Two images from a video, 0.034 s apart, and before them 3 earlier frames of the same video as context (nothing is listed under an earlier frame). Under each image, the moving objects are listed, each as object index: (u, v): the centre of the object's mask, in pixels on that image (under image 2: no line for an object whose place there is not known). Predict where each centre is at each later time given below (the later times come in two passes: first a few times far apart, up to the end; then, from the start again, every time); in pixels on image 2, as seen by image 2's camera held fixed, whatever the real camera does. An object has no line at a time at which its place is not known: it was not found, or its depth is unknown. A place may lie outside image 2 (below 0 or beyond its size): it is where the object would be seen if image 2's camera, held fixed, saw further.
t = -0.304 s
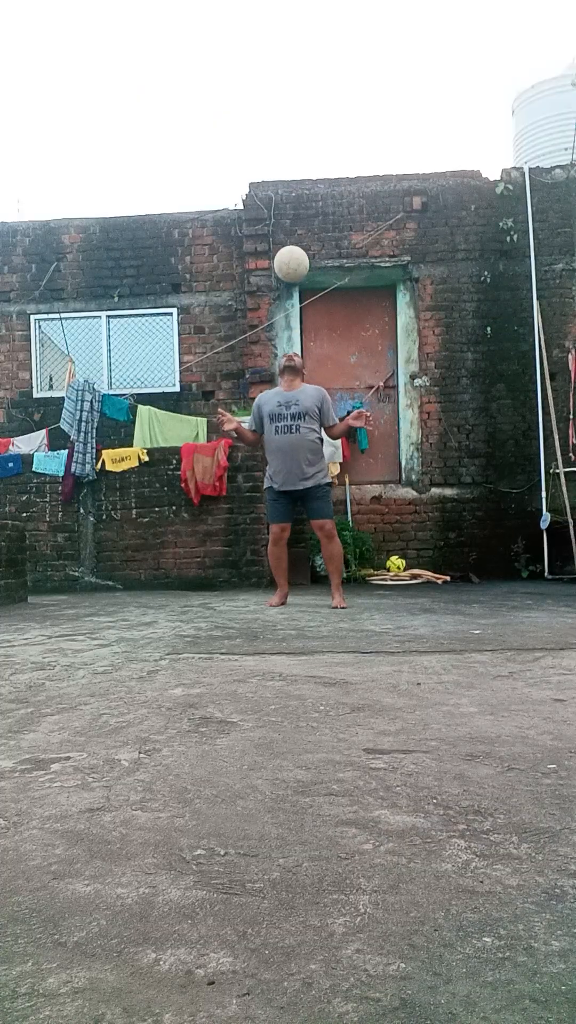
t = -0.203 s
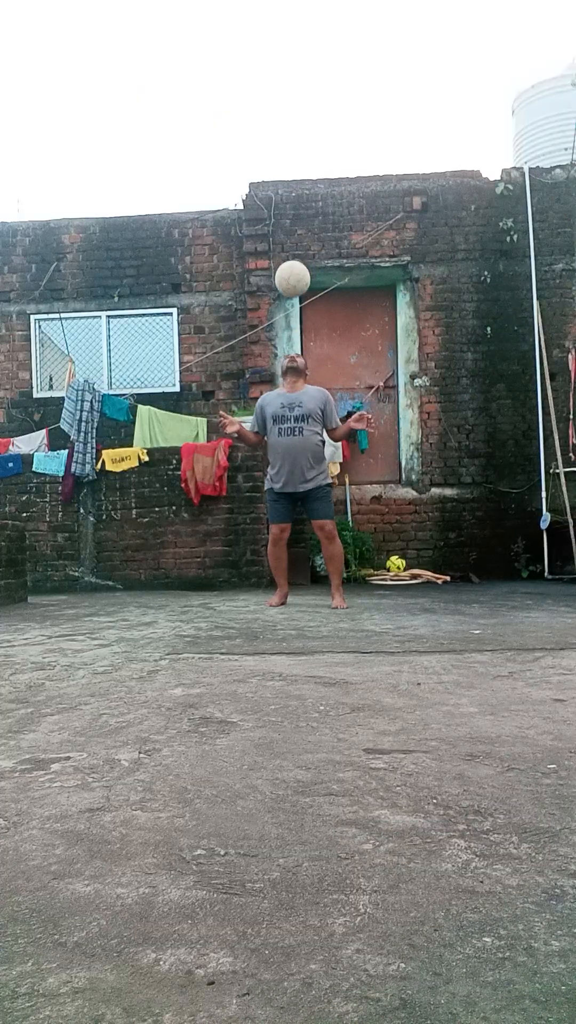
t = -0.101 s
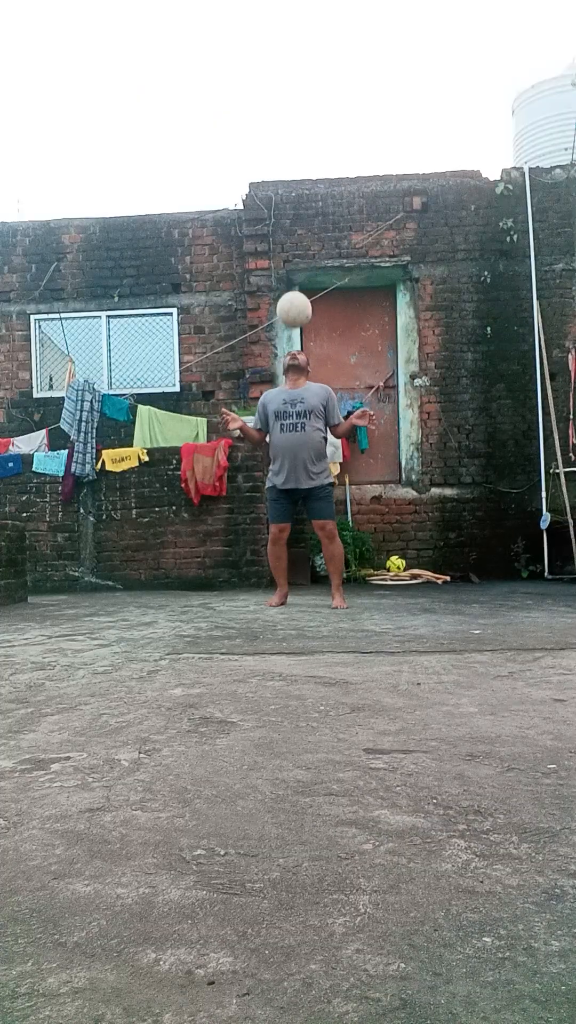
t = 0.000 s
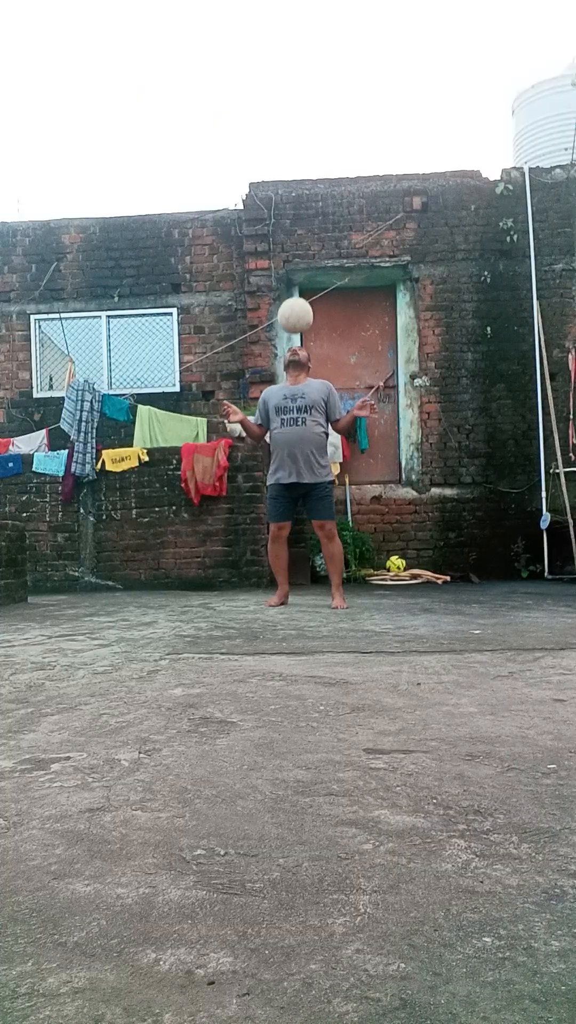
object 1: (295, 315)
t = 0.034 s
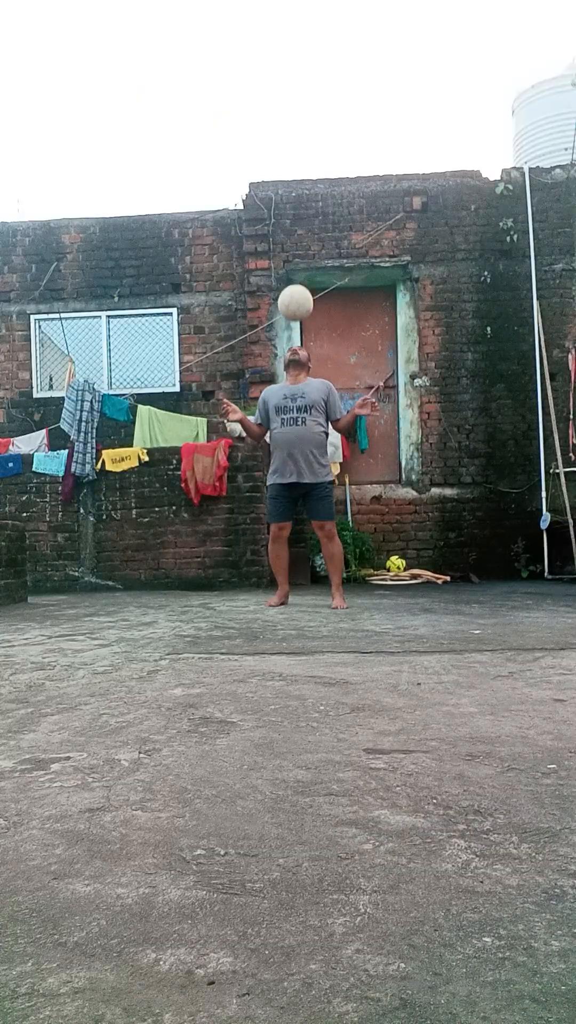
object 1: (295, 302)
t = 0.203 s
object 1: (297, 266)
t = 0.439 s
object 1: (301, 287)
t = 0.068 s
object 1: (296, 292)
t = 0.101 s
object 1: (296, 283)
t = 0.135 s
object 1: (296, 275)
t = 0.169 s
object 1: (296, 270)
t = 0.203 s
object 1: (297, 266)
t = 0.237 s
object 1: (297, 264)
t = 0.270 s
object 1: (298, 264)
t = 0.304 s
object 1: (298, 265)
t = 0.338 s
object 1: (299, 268)
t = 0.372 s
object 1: (300, 273)
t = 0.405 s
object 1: (300, 279)
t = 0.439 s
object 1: (301, 287)
